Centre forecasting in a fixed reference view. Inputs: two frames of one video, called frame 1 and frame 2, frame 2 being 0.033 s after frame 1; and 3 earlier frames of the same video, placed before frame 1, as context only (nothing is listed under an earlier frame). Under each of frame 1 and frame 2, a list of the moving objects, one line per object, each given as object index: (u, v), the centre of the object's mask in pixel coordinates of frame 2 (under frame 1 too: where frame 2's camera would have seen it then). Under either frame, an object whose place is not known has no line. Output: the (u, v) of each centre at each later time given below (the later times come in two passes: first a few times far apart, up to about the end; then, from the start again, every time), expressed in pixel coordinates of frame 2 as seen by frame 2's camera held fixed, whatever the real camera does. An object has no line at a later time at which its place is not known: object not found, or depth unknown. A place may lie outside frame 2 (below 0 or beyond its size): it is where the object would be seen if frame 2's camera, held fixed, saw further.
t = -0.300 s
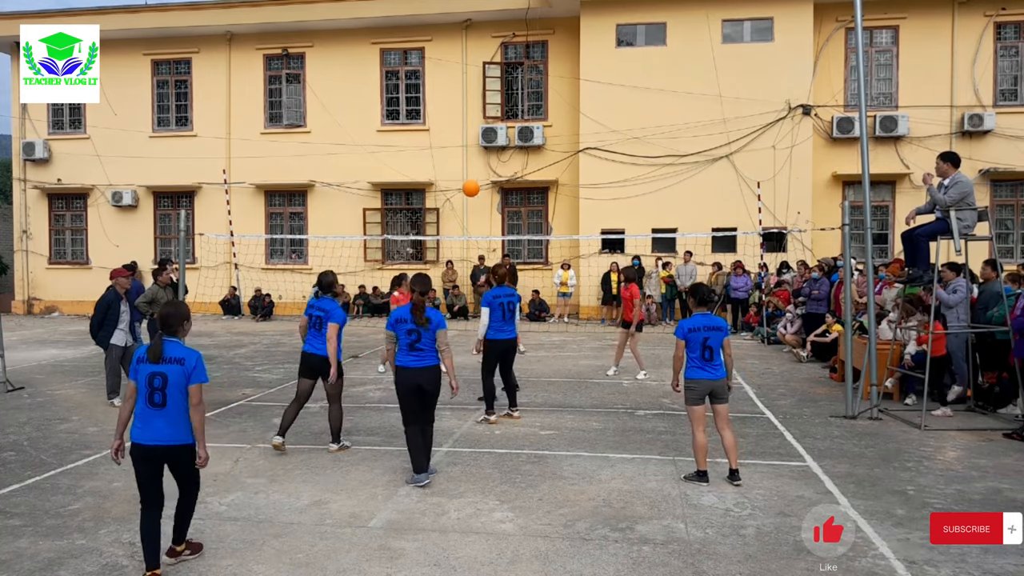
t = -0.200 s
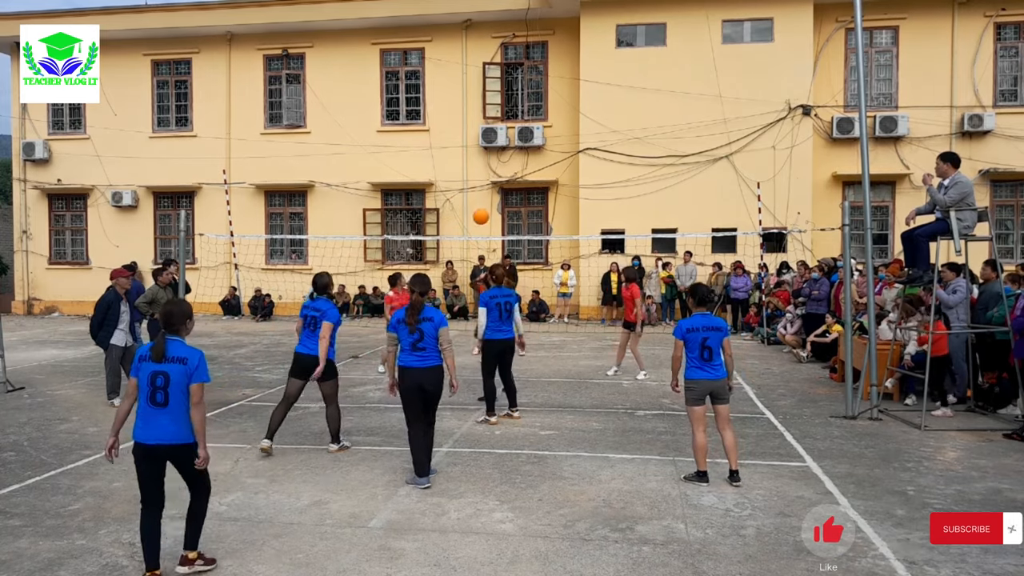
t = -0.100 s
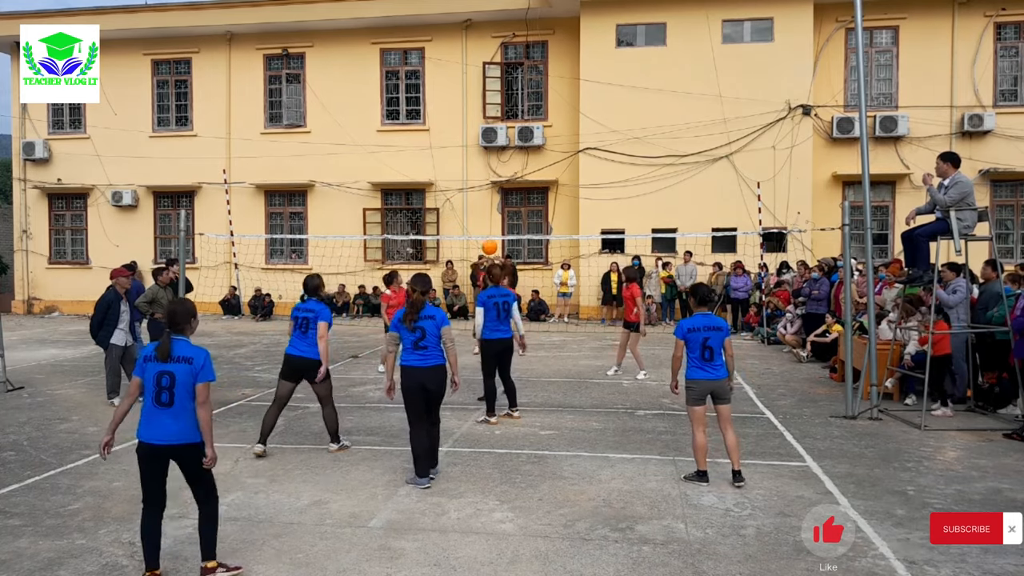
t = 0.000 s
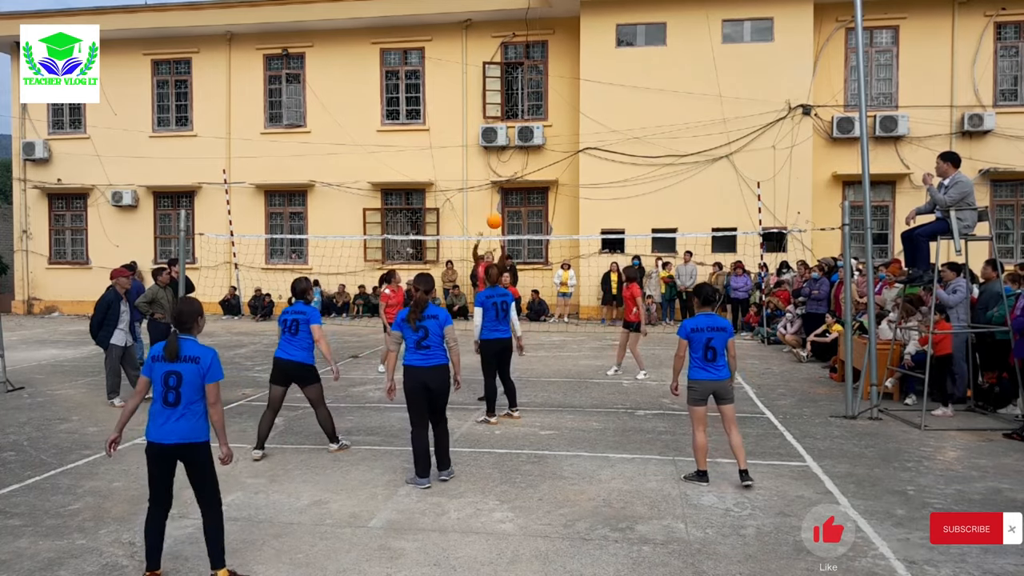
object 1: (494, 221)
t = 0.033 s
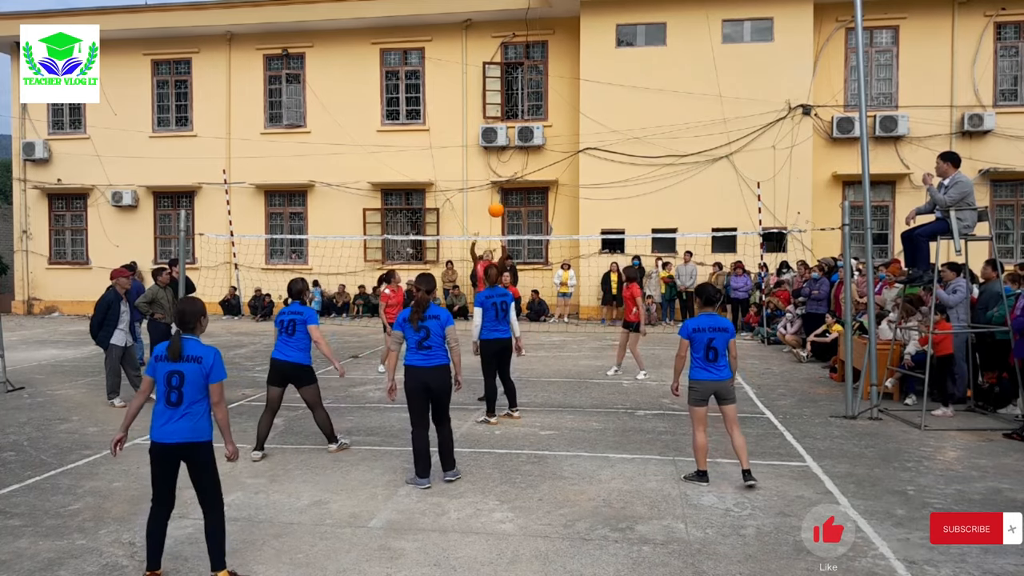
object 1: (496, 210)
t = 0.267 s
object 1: (508, 145)
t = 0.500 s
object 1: (521, 114)
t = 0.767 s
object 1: (537, 124)
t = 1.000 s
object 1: (553, 179)
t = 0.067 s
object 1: (497, 199)
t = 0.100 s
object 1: (499, 188)
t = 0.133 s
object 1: (500, 179)
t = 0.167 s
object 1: (502, 169)
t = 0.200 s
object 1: (504, 160)
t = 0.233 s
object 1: (506, 152)
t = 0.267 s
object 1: (508, 145)
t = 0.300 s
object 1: (510, 138)
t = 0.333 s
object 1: (512, 133)
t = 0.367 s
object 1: (514, 127)
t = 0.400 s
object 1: (516, 123)
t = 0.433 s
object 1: (517, 119)
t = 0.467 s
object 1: (519, 116)
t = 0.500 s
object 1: (521, 114)
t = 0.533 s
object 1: (523, 113)
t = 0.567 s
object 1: (525, 112)
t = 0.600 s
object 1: (527, 112)
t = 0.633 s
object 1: (528, 112)
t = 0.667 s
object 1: (531, 114)
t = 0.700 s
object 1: (533, 116)
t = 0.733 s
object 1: (535, 120)
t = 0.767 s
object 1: (537, 124)
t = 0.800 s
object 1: (539, 129)
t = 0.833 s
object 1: (542, 136)
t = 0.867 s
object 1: (544, 143)
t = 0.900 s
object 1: (546, 150)
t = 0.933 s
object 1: (549, 159)
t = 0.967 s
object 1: (551, 169)
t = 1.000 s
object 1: (553, 179)
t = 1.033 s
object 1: (556, 190)
